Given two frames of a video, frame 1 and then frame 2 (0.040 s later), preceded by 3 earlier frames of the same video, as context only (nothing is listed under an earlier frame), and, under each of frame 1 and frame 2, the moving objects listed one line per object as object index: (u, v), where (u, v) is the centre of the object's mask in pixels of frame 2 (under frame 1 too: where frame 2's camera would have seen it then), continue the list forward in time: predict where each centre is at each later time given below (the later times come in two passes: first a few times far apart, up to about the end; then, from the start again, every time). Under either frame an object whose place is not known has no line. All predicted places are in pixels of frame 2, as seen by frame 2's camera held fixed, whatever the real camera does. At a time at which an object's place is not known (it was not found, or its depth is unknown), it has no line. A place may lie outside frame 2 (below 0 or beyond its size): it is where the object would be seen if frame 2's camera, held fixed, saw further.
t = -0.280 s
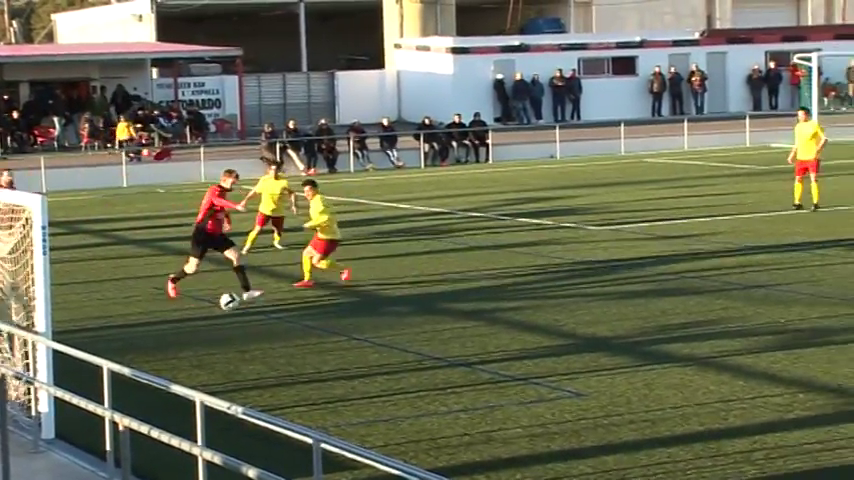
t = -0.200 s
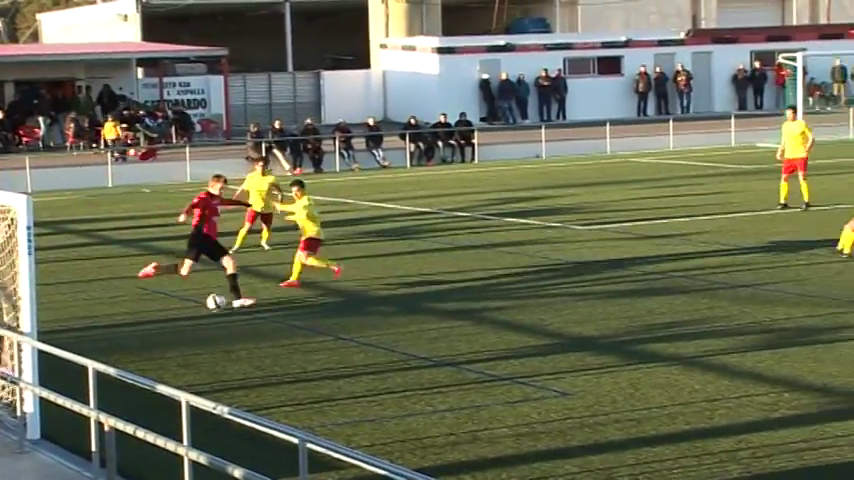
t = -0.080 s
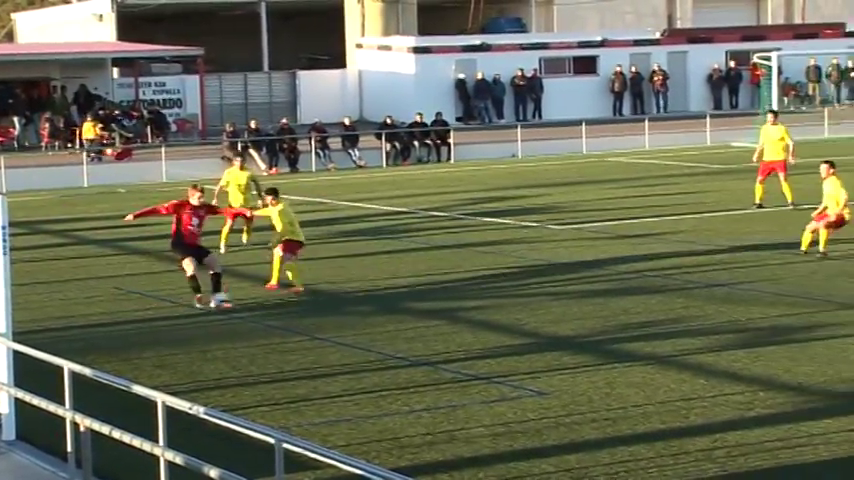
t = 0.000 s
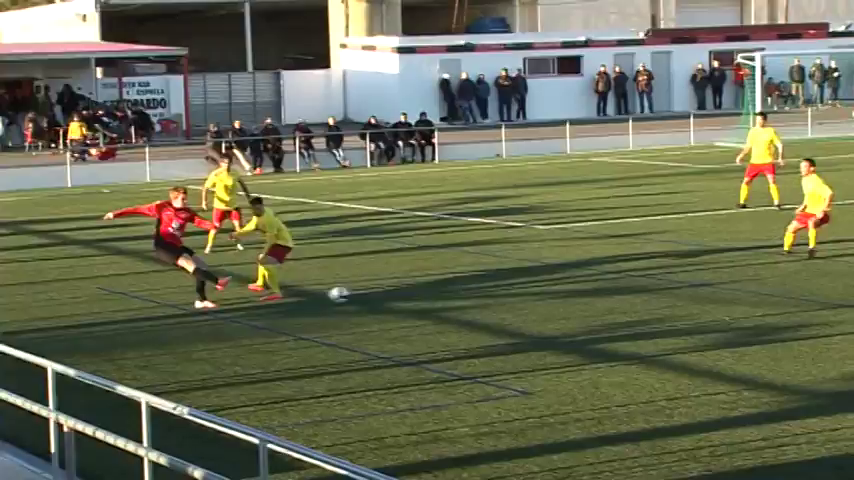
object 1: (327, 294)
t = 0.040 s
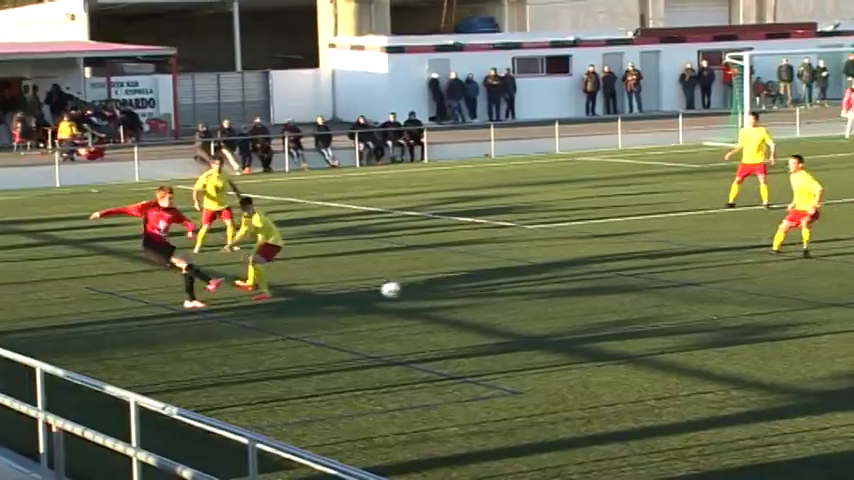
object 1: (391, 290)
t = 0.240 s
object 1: (682, 276)
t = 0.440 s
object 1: (936, 264)
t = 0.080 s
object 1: (452, 287)
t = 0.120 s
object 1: (512, 284)
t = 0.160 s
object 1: (572, 280)
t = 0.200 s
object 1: (627, 278)
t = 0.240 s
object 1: (682, 276)
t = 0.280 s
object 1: (735, 273)
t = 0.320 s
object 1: (786, 268)
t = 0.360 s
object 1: (837, 265)
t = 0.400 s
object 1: (887, 265)
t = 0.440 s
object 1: (936, 264)
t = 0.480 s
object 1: (982, 259)
